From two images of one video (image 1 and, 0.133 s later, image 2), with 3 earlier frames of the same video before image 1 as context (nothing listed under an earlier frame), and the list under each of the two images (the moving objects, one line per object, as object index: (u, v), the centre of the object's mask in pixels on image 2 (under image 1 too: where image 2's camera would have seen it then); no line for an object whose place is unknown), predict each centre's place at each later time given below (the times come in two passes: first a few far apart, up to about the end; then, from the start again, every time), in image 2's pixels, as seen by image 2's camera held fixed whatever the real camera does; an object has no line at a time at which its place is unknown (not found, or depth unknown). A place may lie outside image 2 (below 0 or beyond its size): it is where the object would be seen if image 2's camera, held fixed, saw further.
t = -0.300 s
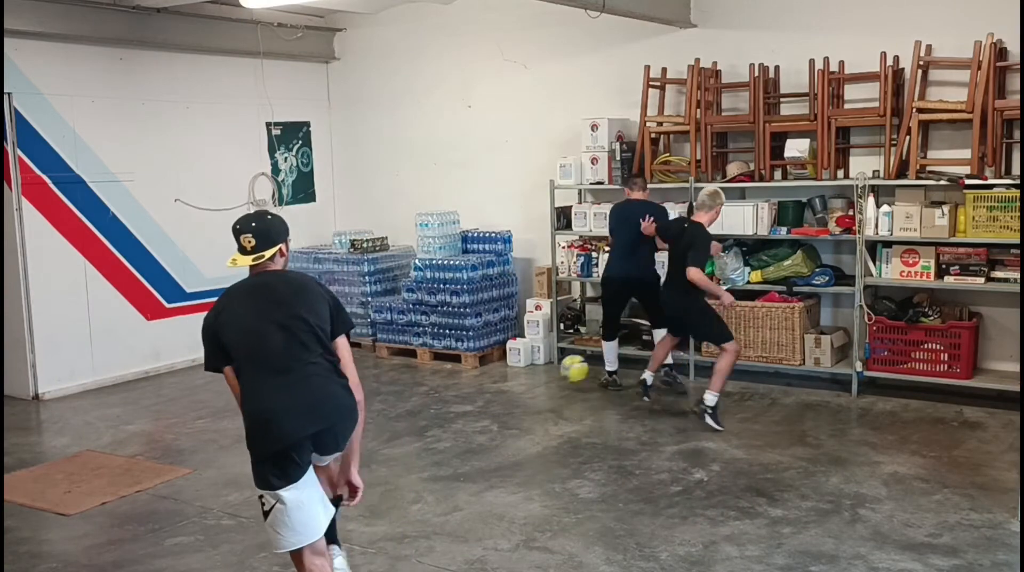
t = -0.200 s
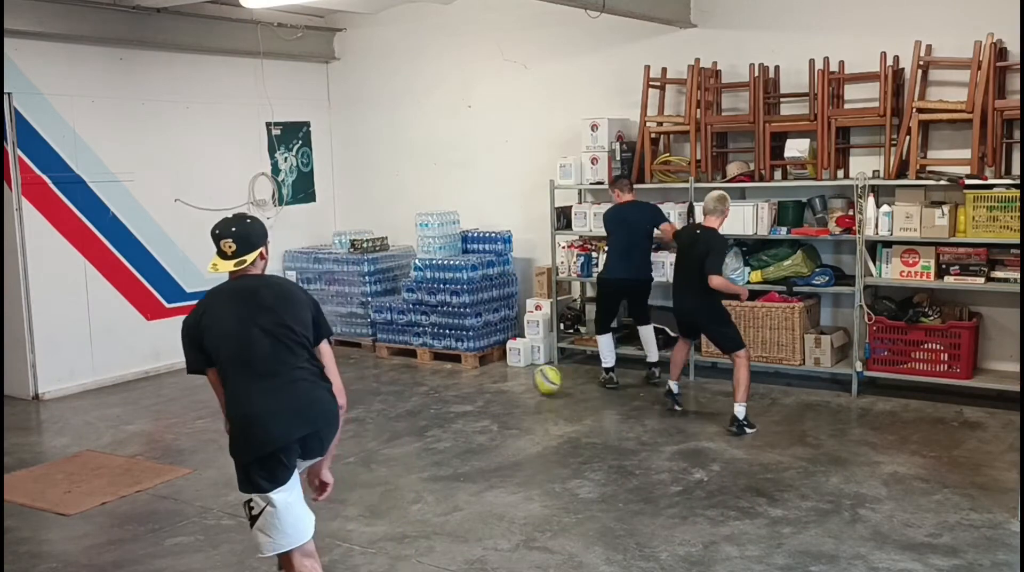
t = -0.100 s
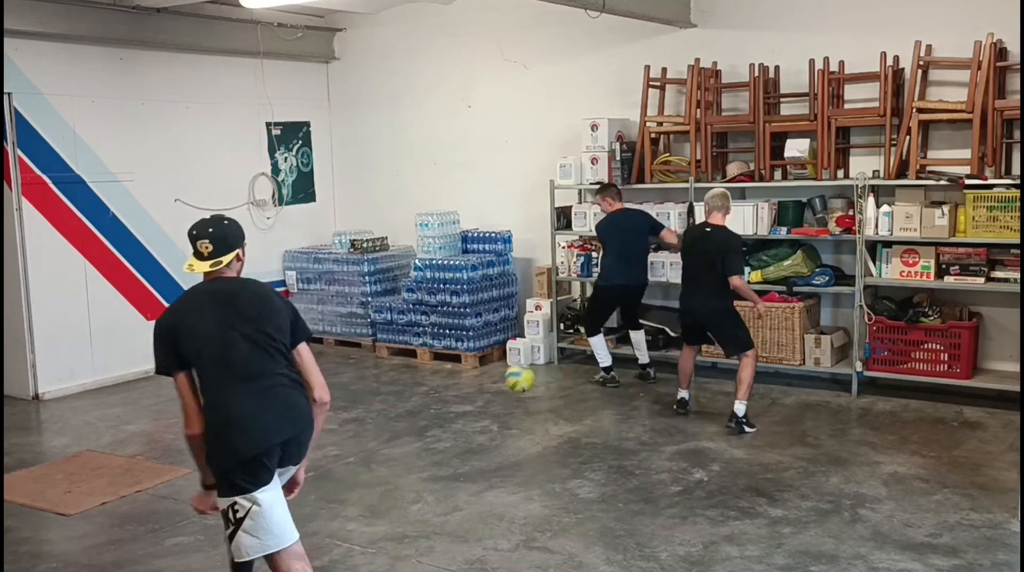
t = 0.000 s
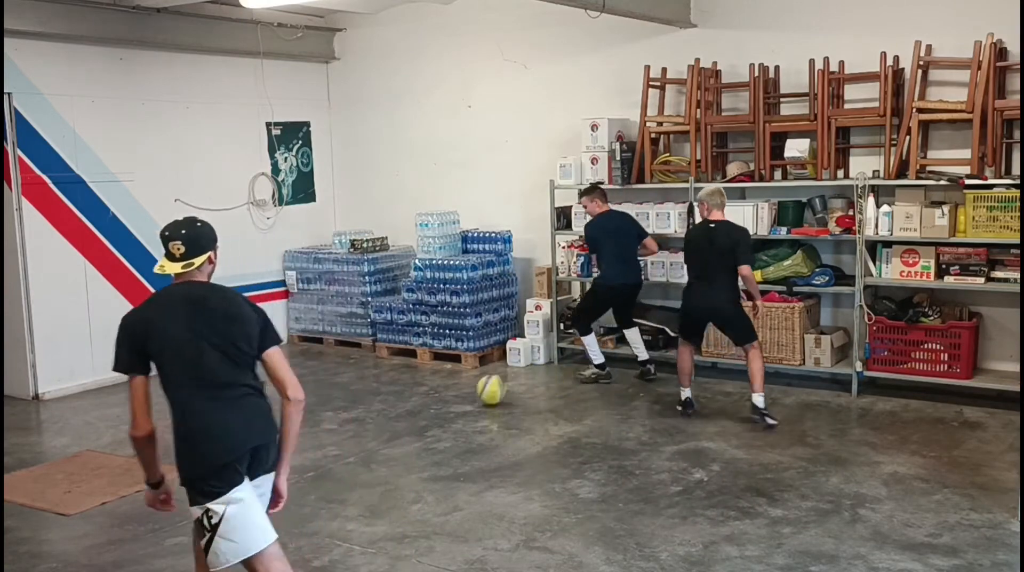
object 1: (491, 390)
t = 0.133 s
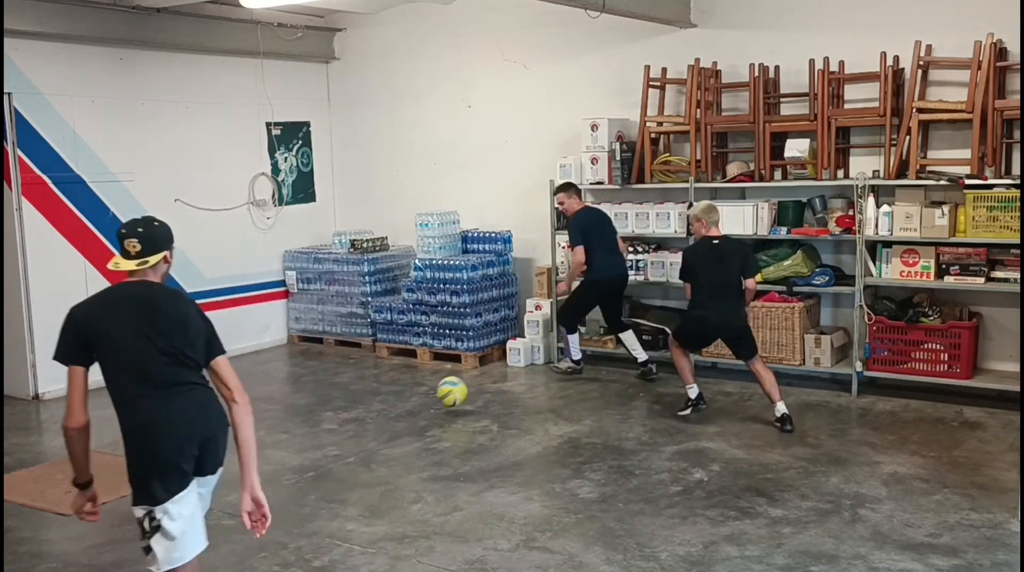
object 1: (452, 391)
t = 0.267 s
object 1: (412, 402)
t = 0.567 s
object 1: (313, 421)
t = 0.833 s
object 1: (215, 438)
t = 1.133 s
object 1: (92, 461)
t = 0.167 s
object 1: (442, 395)
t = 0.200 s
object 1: (433, 399)
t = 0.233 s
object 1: (422, 402)
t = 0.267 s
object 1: (412, 402)
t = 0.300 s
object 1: (401, 402)
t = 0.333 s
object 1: (391, 404)
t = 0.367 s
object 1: (380, 407)
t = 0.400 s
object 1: (369, 412)
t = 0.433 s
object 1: (358, 411)
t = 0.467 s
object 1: (347, 412)
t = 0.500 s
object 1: (335, 414)
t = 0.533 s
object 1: (323, 419)
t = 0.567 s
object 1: (313, 421)
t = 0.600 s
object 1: (301, 420)
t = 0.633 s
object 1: (289, 423)
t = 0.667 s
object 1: (277, 427)
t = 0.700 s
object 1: (265, 430)
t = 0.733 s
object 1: (252, 430)
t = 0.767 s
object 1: (240, 432)
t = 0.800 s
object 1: (228, 436)
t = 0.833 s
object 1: (215, 438)
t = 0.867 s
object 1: (203, 440)
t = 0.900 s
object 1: (189, 444)
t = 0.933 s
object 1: (176, 446)
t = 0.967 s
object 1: (162, 448)
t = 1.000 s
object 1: (149, 450)
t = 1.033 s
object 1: (135, 453)
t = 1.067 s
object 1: (122, 455)
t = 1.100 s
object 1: (107, 459)
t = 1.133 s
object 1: (92, 461)
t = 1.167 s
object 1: (77, 463)
